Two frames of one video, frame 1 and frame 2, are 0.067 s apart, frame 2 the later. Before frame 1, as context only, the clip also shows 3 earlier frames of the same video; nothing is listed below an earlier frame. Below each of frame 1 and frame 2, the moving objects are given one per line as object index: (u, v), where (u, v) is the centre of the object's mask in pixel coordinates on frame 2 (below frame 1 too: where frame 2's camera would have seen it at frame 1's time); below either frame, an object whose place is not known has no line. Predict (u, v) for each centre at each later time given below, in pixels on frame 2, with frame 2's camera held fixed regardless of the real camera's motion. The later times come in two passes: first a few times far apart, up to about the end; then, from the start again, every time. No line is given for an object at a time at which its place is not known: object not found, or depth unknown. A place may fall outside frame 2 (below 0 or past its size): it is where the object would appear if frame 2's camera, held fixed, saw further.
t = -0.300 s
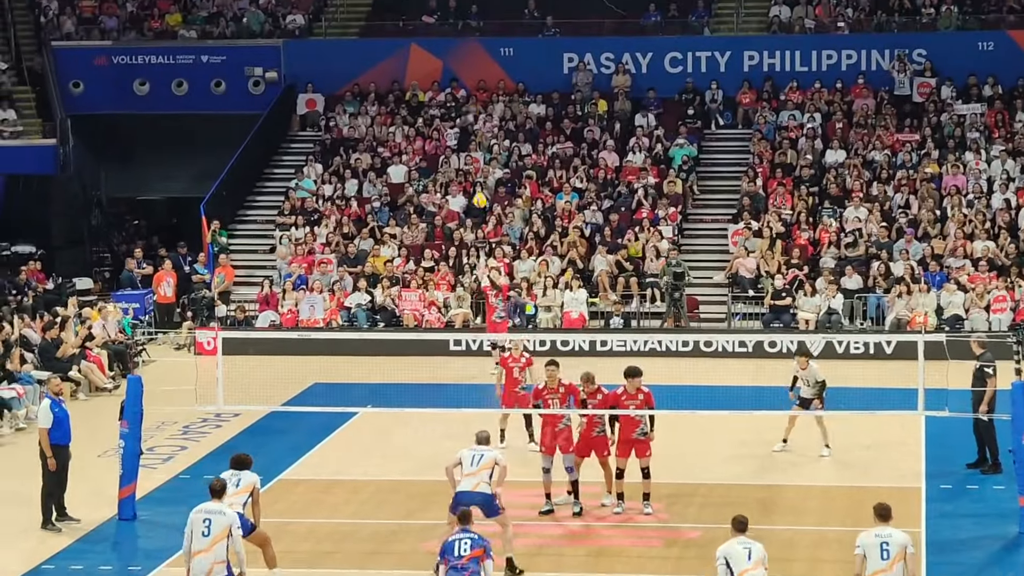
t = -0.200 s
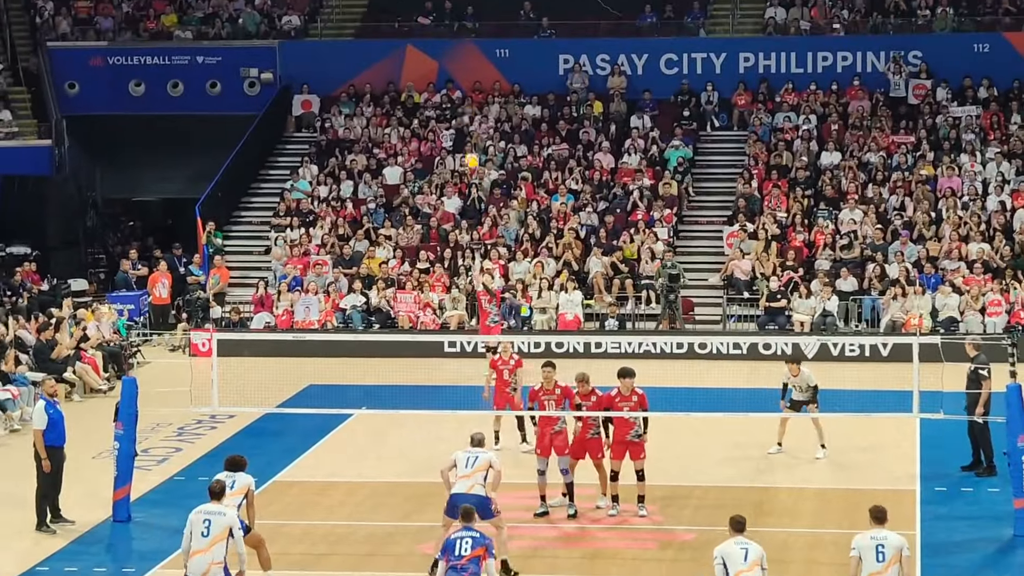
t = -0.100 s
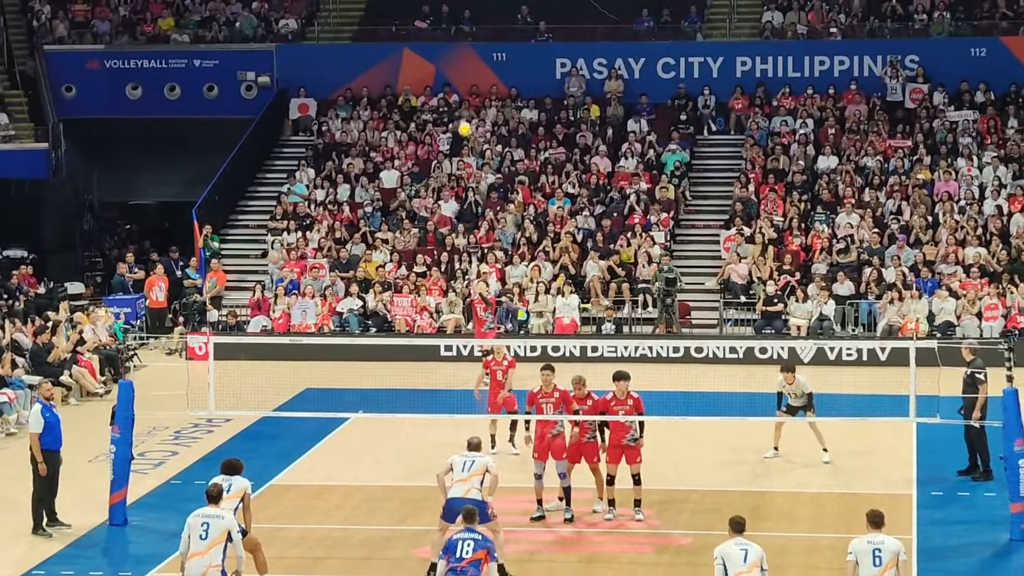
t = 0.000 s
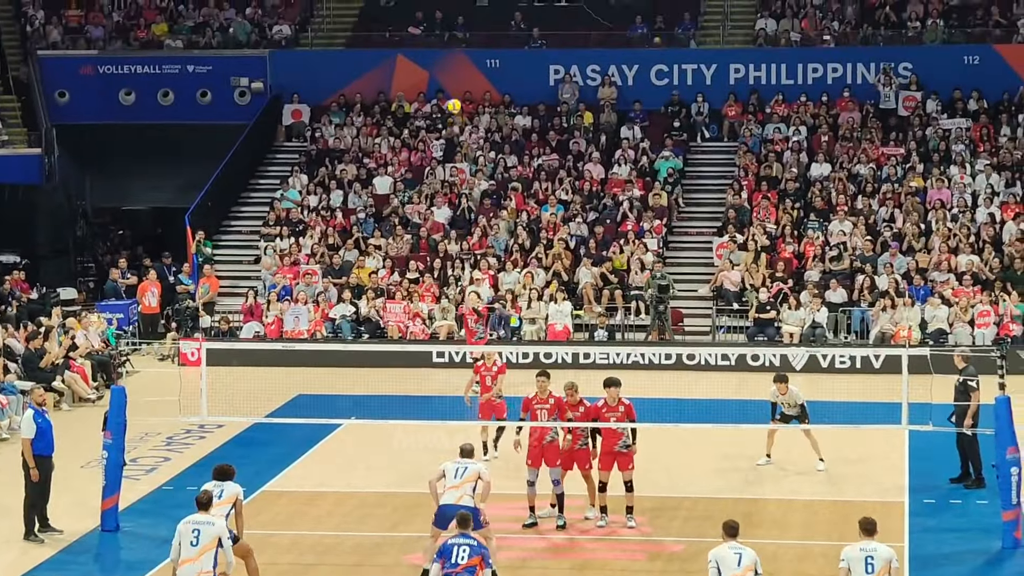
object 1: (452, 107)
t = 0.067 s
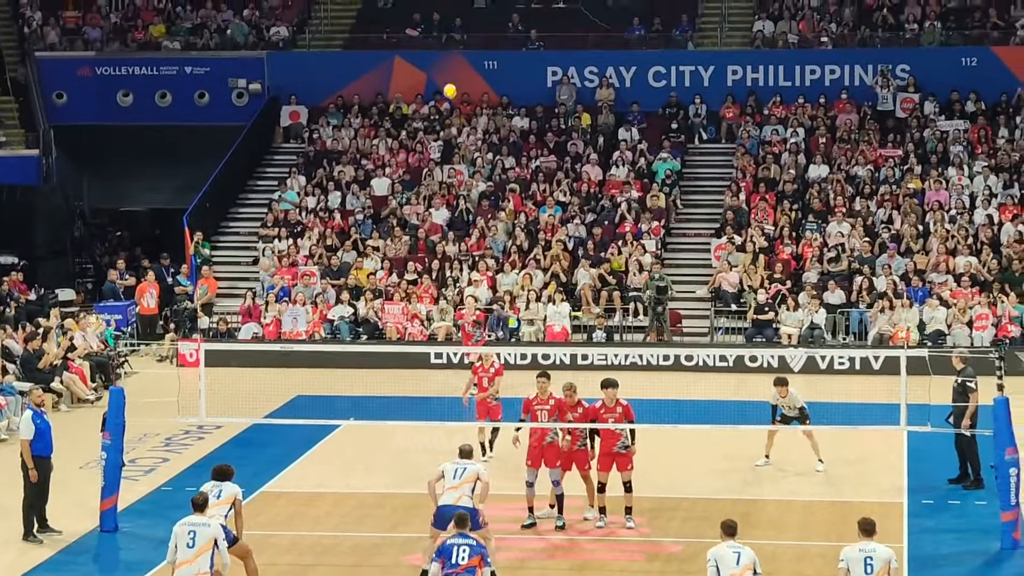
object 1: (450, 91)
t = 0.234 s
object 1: (444, 60)
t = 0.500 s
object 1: (435, 47)
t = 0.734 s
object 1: (429, 69)
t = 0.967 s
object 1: (422, 123)
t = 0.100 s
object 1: (448, 84)
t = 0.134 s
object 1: (447, 77)
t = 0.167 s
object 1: (446, 71)
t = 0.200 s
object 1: (445, 65)
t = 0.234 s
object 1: (444, 60)
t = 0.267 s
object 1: (442, 56)
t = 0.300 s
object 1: (441, 52)
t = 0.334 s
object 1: (440, 50)
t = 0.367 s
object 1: (439, 49)
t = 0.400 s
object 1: (438, 47)
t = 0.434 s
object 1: (437, 46)
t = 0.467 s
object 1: (436, 46)
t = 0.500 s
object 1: (435, 47)
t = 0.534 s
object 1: (434, 48)
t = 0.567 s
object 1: (433, 50)
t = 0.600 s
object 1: (432, 53)
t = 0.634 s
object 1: (432, 56)
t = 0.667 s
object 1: (431, 60)
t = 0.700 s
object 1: (429, 64)
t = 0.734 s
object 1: (429, 69)
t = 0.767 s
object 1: (428, 75)
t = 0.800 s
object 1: (426, 81)
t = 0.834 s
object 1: (426, 88)
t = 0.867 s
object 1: (425, 96)
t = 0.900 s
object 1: (424, 104)
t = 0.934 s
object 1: (423, 114)
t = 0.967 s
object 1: (422, 123)
